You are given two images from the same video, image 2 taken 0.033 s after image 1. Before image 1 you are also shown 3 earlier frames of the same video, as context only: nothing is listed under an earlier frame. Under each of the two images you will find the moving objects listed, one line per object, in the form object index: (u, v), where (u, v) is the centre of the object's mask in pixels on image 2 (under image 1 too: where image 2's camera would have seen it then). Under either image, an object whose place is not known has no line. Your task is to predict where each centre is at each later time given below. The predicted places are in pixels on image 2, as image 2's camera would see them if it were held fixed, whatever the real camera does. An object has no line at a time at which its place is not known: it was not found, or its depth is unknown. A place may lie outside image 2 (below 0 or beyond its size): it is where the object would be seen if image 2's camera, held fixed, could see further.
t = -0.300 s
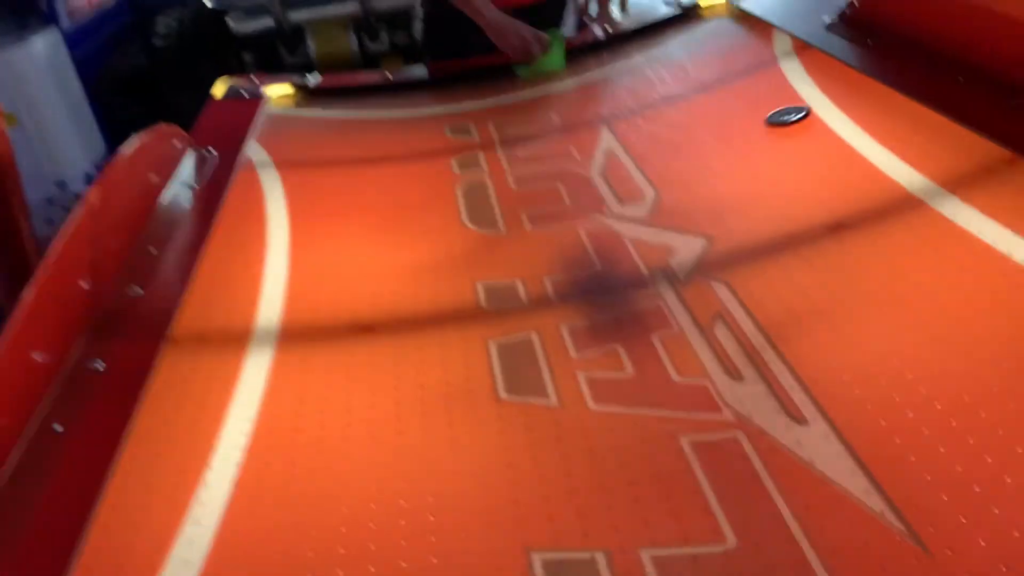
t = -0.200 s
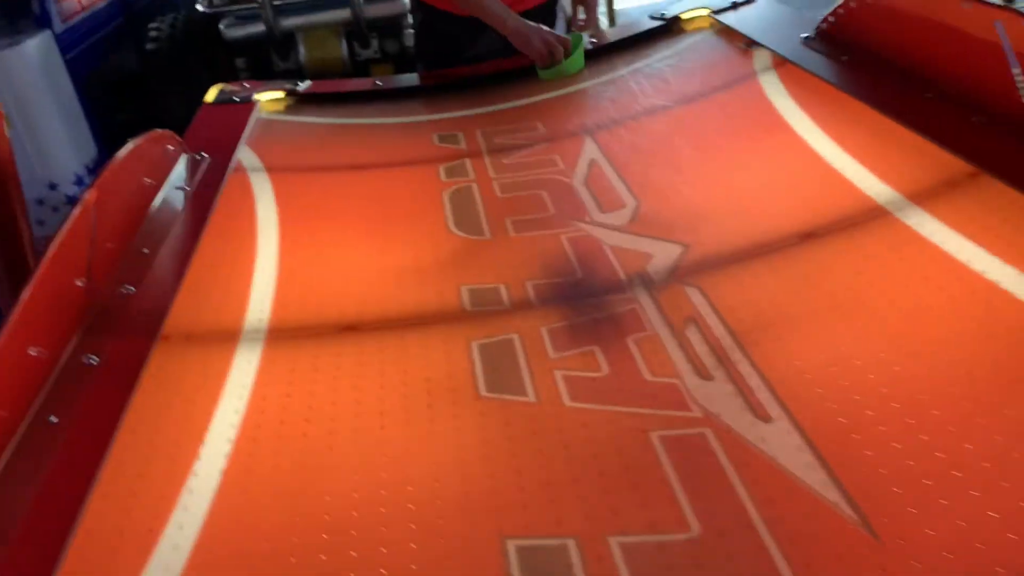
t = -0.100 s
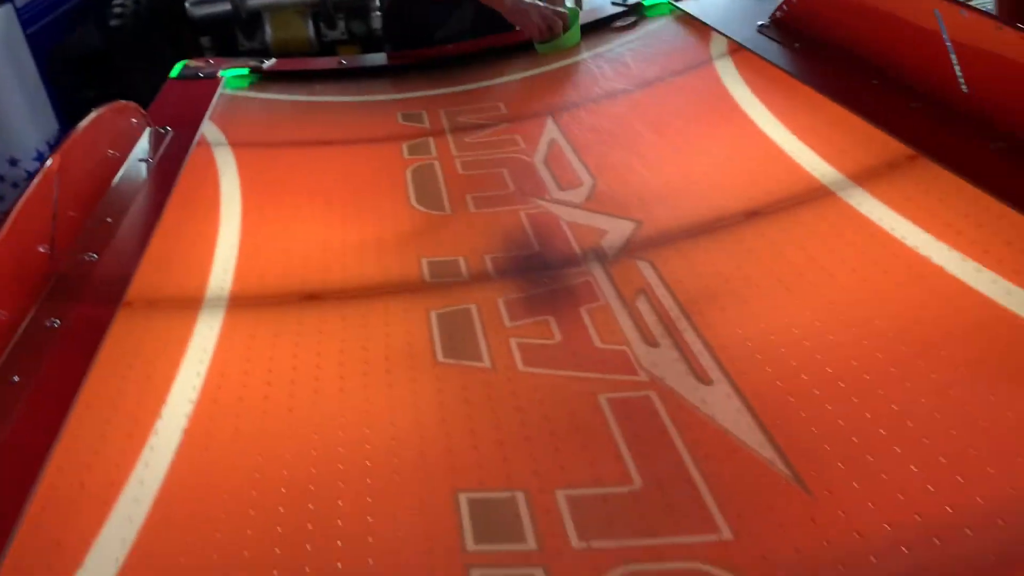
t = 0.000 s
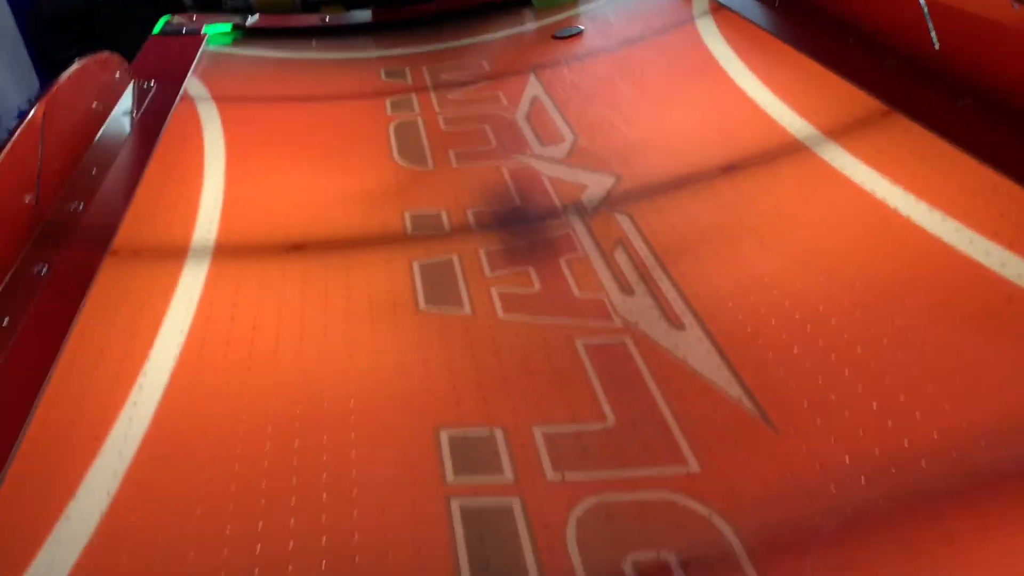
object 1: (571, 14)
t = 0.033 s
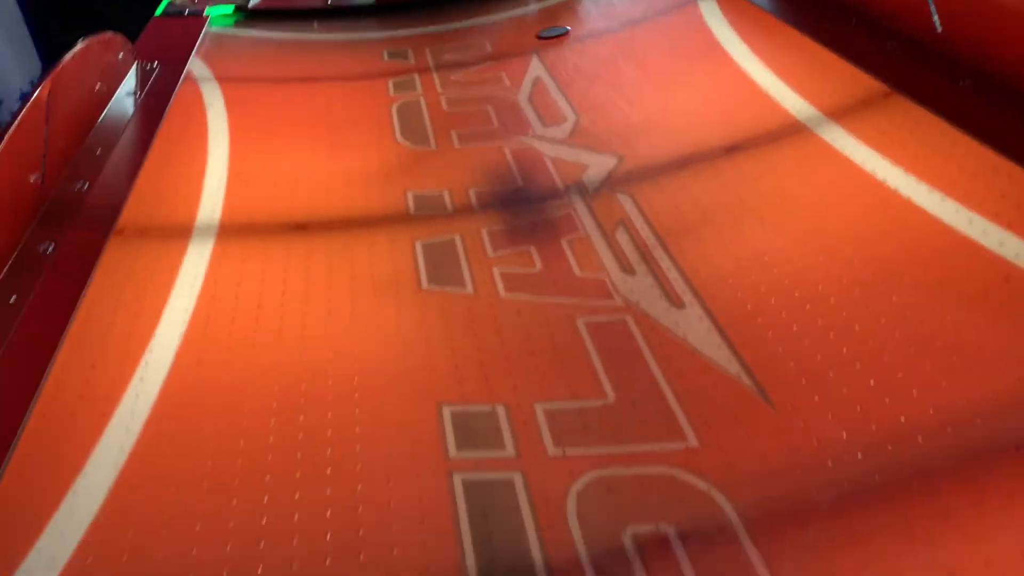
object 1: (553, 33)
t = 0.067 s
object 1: (534, 51)
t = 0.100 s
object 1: (514, 71)
